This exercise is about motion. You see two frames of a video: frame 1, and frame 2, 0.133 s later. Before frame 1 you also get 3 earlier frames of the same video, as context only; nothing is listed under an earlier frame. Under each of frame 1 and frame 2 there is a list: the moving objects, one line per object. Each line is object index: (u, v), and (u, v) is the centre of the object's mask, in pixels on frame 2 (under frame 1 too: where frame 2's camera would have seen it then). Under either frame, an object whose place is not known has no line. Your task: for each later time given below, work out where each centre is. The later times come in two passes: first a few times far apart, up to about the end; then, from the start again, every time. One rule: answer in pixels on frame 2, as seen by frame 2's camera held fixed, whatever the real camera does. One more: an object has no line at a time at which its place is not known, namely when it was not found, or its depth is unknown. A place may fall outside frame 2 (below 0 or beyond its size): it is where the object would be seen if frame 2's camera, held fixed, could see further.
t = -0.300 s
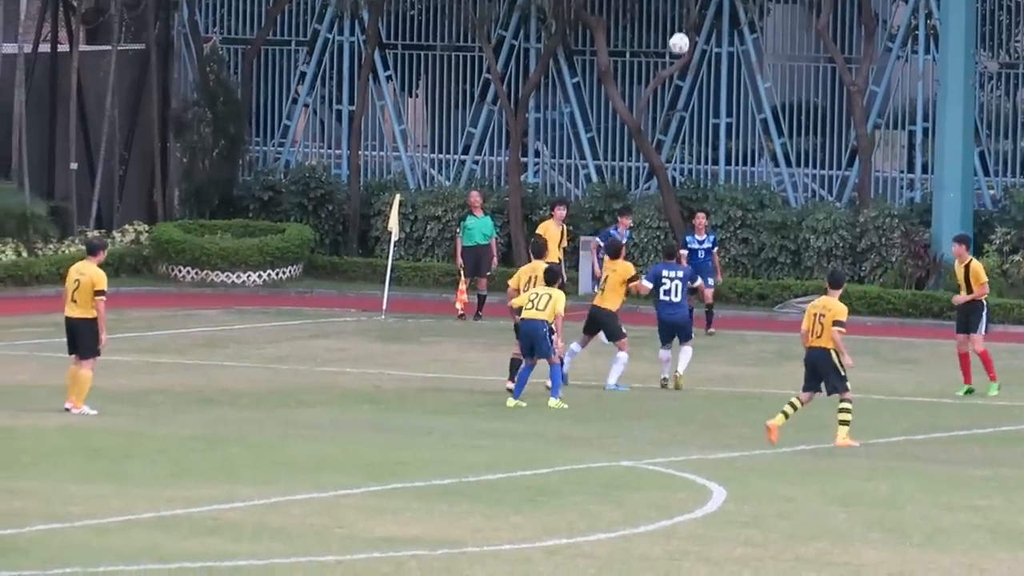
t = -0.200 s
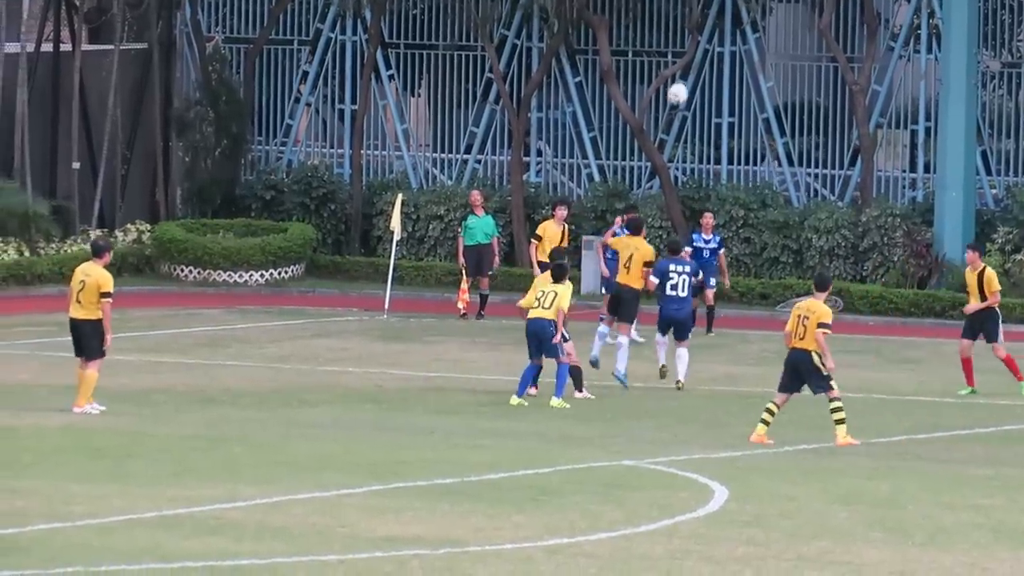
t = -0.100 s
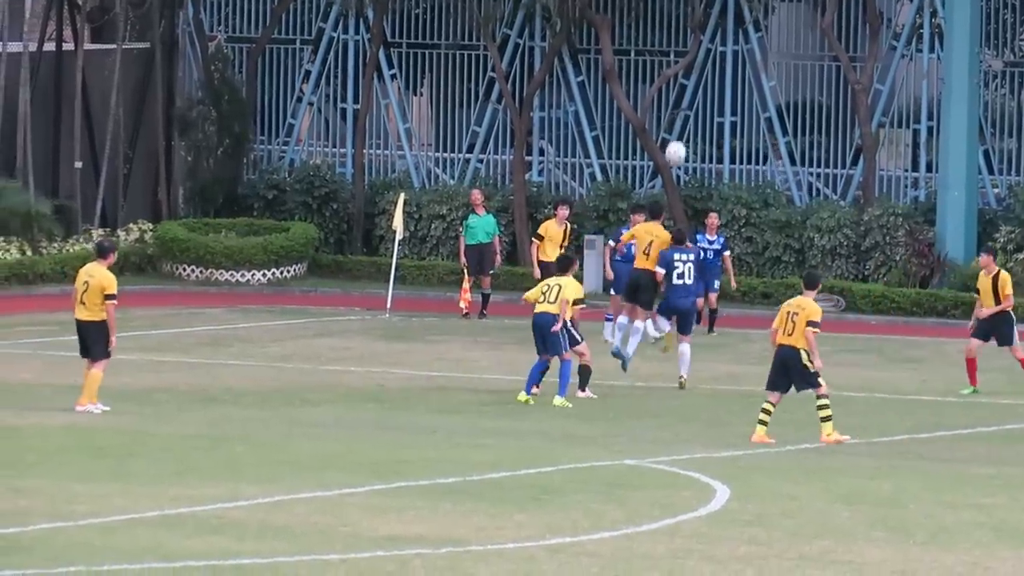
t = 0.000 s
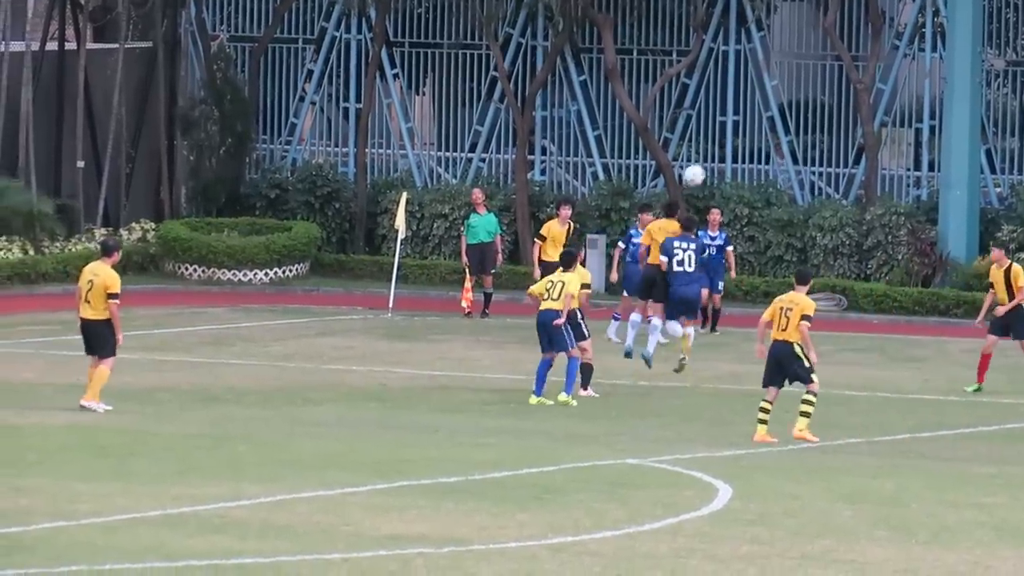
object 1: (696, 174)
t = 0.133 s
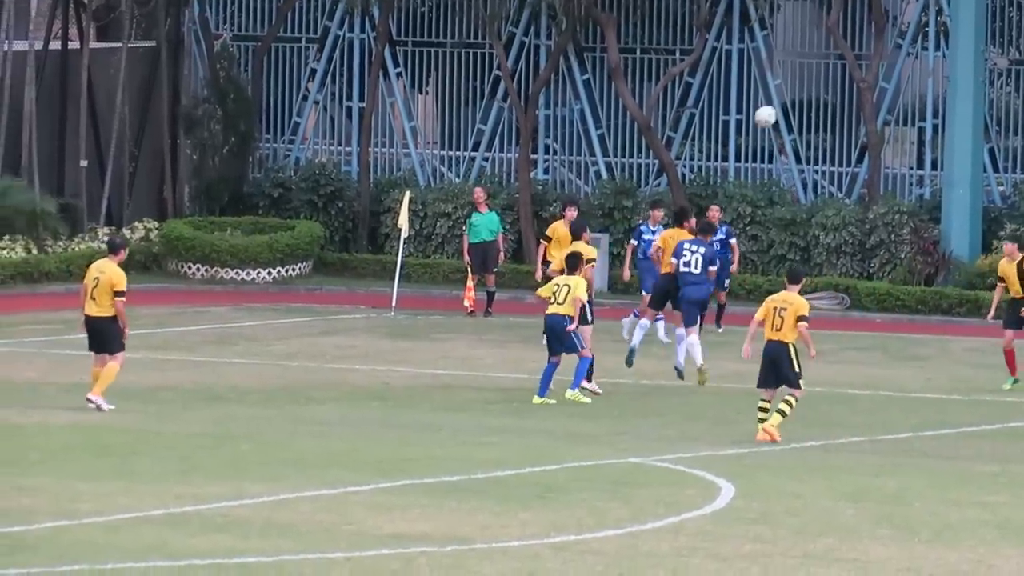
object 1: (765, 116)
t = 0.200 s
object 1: (800, 93)
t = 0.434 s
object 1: (920, 45)
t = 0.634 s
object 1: (1024, 42)
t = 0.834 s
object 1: (1131, 72)
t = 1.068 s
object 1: (1257, 157)
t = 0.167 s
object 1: (783, 104)
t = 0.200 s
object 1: (800, 93)
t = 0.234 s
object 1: (817, 84)
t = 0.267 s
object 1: (834, 75)
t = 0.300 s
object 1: (852, 67)
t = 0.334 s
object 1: (869, 60)
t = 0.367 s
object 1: (886, 54)
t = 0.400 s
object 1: (902, 48)
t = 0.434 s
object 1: (920, 45)
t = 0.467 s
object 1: (938, 42)
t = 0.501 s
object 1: (955, 39)
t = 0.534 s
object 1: (972, 38)
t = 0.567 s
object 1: (990, 39)
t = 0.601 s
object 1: (1007, 39)
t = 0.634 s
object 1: (1024, 42)
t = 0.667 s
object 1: (1042, 44)
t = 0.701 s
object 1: (1060, 47)
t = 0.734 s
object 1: (1078, 52)
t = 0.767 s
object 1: (1096, 58)
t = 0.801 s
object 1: (1114, 64)
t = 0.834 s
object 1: (1131, 72)
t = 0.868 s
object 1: (1150, 81)
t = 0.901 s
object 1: (1168, 91)
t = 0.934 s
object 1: (1185, 102)
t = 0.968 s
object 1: (1203, 114)
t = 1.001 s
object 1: (1222, 128)
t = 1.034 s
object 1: (1240, 142)
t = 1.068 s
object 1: (1257, 157)
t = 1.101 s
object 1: (1273, 174)
